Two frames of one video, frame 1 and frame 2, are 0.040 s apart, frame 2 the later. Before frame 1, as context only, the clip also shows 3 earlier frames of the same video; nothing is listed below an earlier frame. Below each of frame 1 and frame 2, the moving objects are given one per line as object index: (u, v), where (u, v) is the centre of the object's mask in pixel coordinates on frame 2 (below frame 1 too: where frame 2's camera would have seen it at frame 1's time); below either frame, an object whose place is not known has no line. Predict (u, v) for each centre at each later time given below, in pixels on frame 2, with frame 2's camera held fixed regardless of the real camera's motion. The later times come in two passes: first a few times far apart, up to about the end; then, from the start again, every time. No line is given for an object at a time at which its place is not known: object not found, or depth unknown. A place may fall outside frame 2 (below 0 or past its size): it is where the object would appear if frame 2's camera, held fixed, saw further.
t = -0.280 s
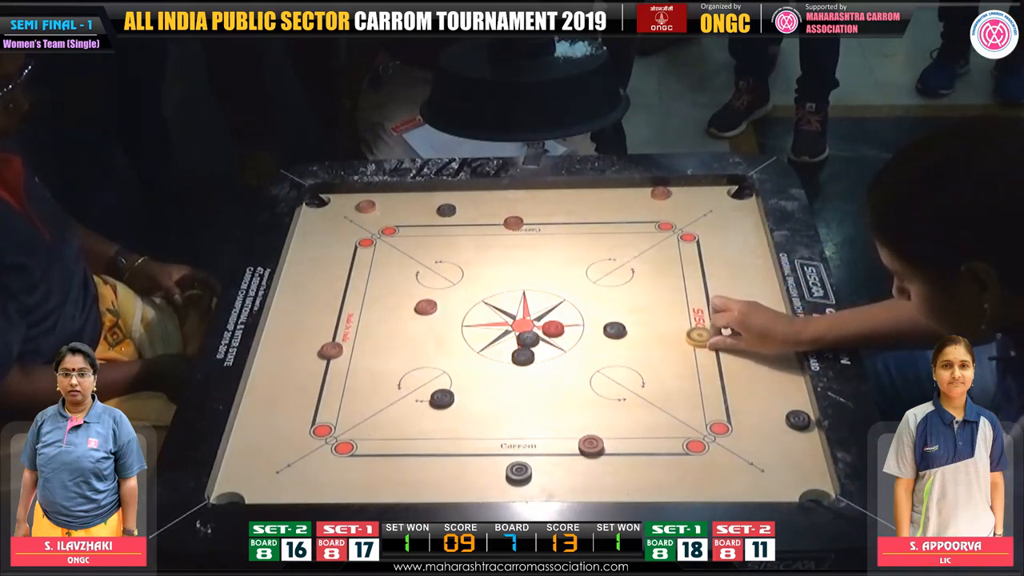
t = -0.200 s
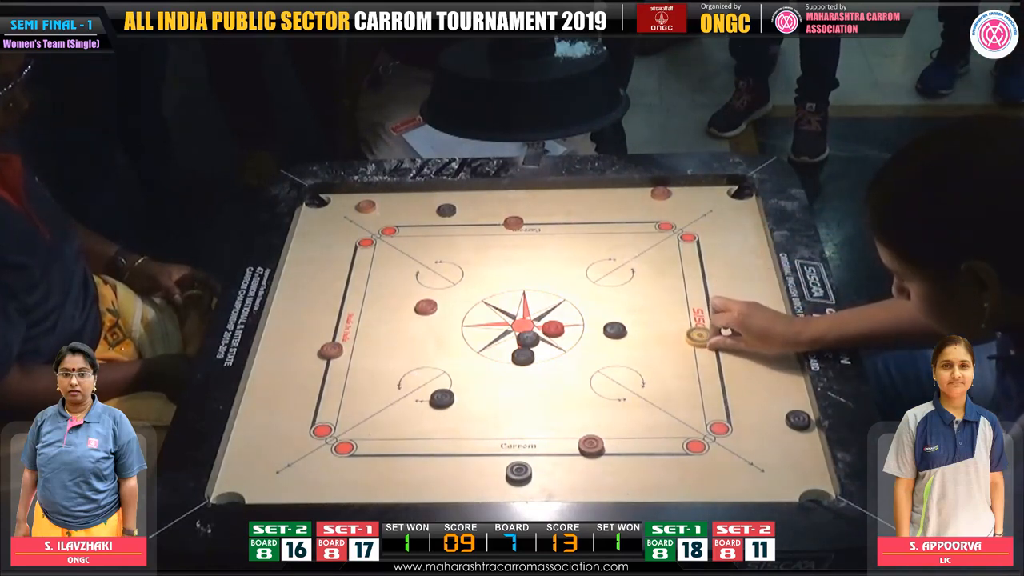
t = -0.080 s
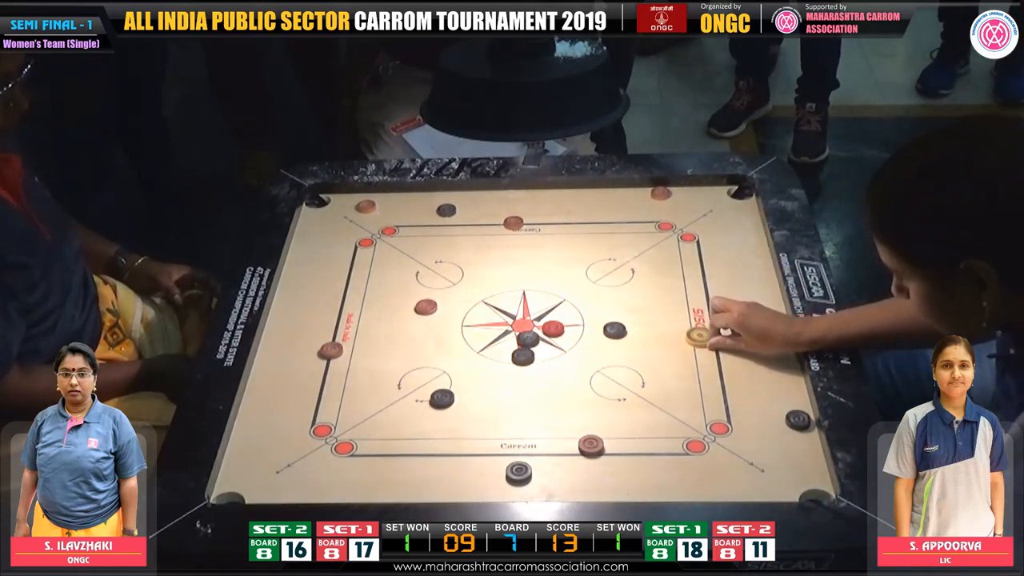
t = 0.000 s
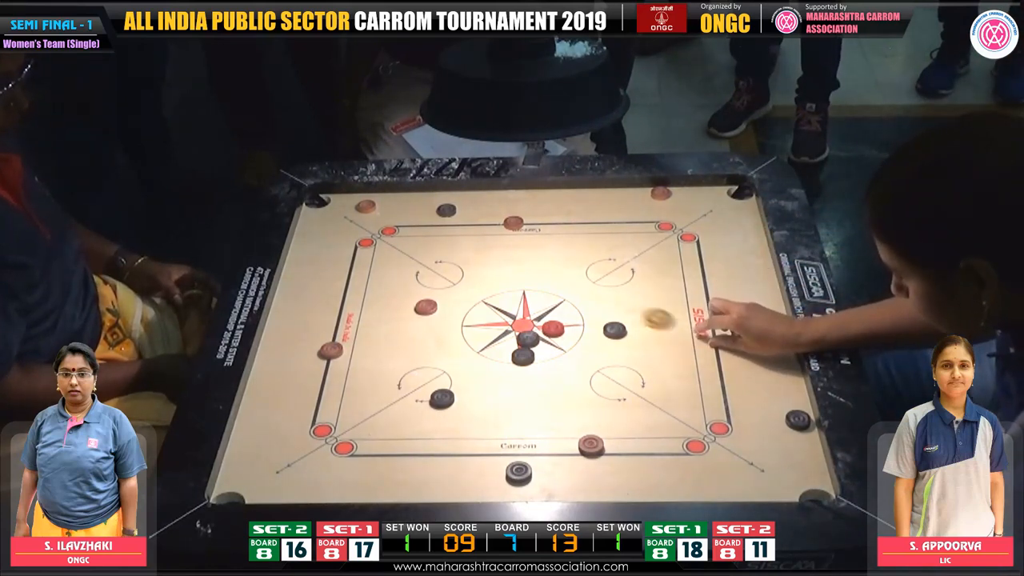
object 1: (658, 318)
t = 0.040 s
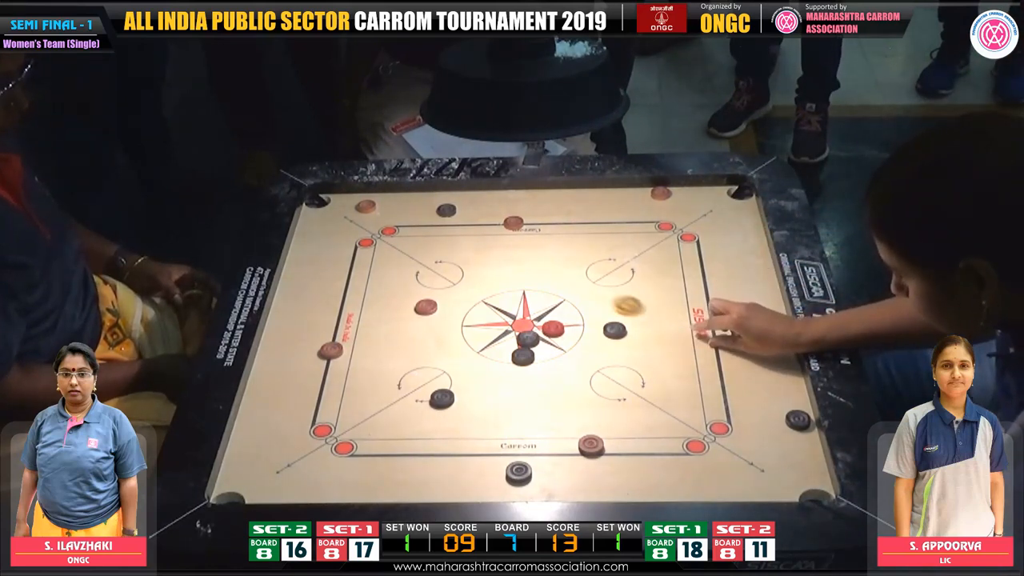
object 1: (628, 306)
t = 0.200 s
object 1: (524, 260)
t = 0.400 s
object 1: (429, 220)
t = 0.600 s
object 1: (370, 205)
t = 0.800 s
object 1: (345, 223)
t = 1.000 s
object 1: (338, 228)
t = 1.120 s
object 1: (338, 228)
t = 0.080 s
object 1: (600, 293)
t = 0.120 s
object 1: (573, 282)
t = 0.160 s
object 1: (548, 271)
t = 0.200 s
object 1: (524, 260)
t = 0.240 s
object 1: (503, 251)
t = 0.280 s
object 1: (482, 243)
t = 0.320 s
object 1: (463, 234)
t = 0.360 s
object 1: (446, 227)
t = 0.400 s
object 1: (429, 220)
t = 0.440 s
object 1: (412, 213)
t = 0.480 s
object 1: (398, 207)
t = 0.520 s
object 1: (385, 200)
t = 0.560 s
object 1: (377, 199)
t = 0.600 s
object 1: (370, 205)
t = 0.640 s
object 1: (364, 209)
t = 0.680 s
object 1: (359, 214)
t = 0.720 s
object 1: (354, 217)
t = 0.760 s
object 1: (349, 220)
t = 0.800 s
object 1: (345, 223)
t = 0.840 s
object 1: (342, 225)
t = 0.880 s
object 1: (340, 226)
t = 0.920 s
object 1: (339, 227)
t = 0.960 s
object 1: (338, 228)
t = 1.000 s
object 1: (338, 228)
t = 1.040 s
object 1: (338, 228)
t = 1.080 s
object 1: (338, 228)
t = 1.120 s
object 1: (338, 228)
